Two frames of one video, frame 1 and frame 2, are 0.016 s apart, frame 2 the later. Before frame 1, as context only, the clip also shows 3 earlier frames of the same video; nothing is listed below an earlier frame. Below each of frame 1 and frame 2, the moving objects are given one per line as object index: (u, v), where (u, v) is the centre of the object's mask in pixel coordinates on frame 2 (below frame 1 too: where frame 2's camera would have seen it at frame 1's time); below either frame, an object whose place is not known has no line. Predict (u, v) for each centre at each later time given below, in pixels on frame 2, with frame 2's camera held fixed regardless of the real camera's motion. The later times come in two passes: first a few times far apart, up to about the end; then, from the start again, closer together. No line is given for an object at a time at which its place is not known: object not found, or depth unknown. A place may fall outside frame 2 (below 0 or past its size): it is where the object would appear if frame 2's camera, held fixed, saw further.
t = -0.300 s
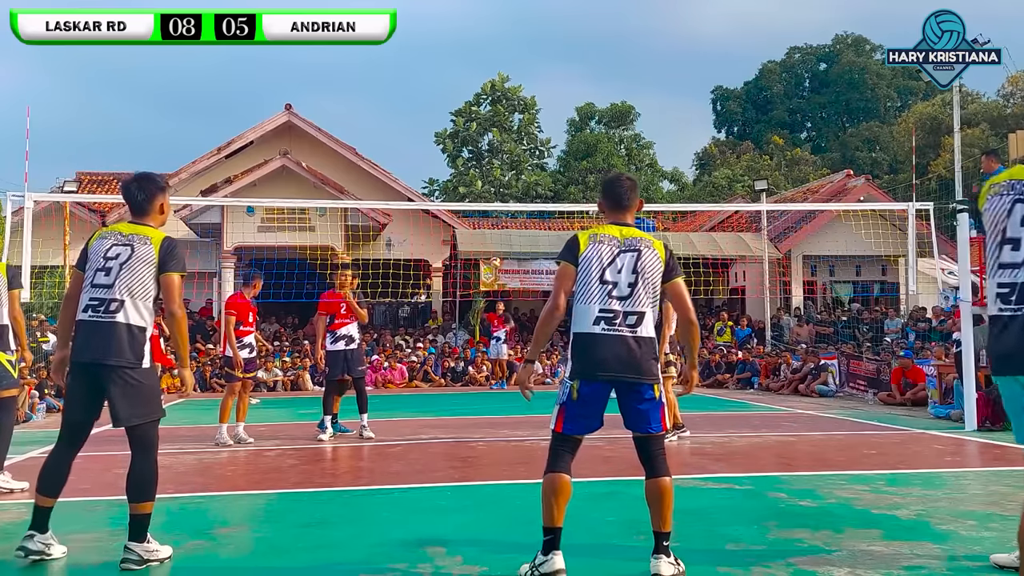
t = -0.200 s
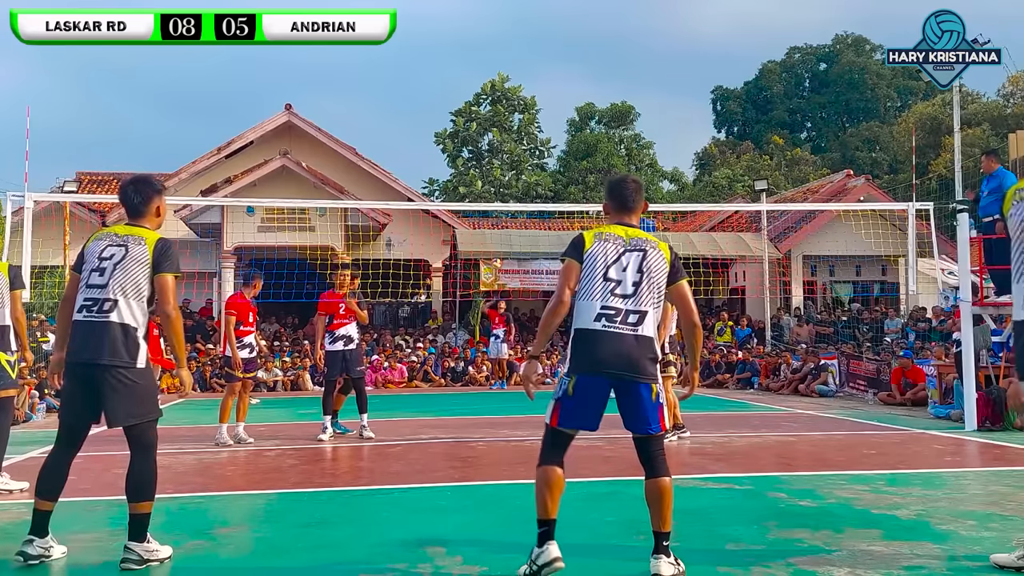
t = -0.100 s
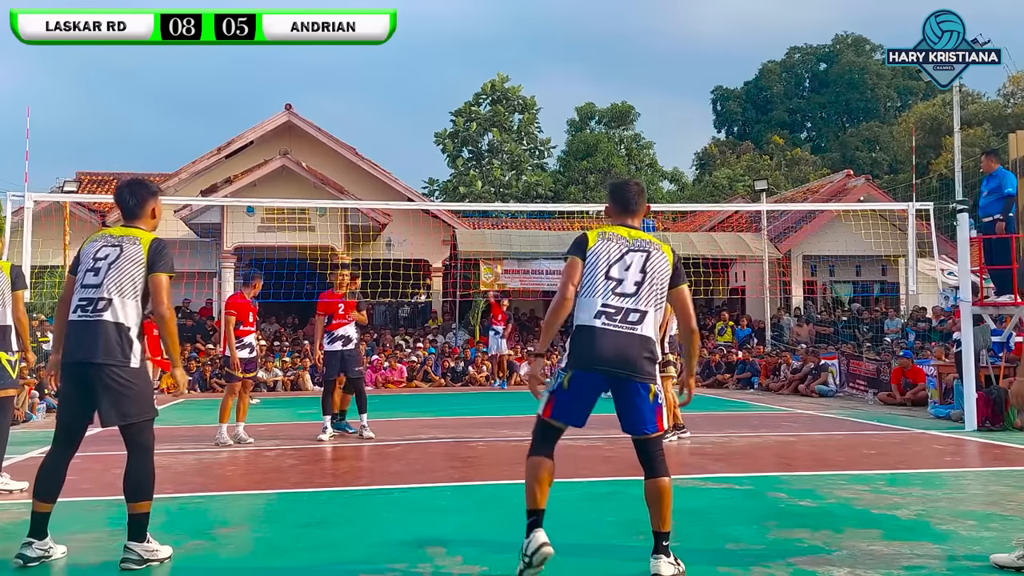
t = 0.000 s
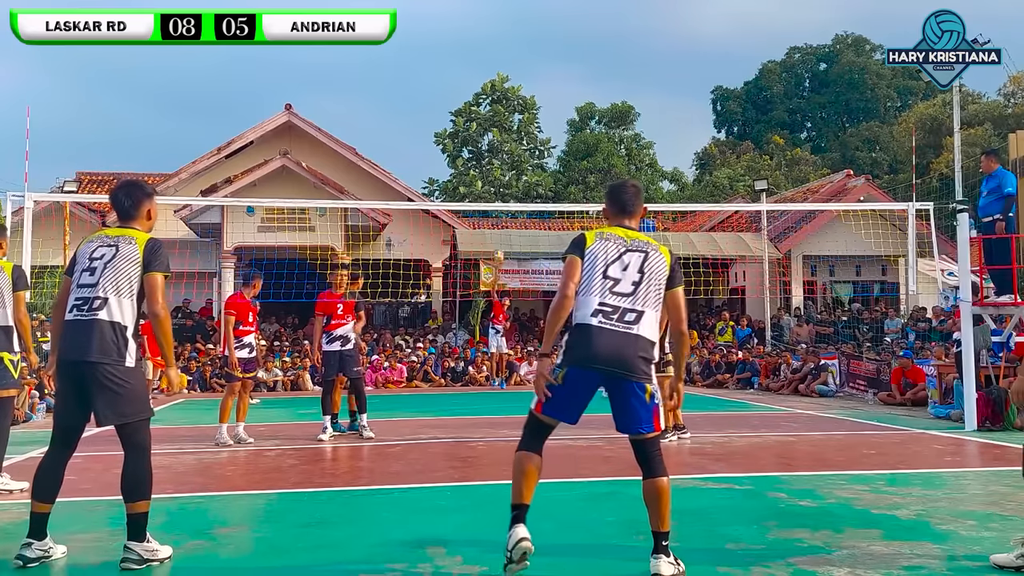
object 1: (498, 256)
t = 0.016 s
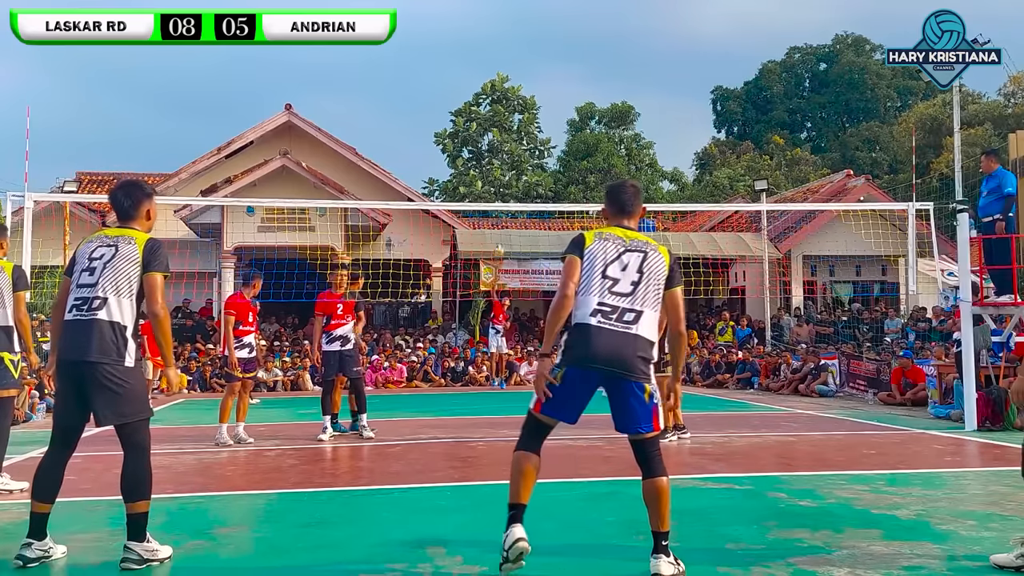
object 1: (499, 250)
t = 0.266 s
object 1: (503, 166)
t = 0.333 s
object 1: (503, 148)
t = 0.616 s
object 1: (511, 84)
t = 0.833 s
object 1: (519, 77)
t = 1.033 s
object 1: (525, 137)
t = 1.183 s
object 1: (533, 264)
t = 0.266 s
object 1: (503, 166)
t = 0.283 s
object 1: (503, 161)
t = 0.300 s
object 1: (503, 157)
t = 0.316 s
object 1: (503, 151)
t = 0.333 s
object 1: (503, 148)
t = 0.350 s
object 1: (504, 142)
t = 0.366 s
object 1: (504, 138)
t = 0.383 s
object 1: (504, 133)
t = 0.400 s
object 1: (505, 129)
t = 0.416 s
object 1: (505, 124)
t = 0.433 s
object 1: (505, 118)
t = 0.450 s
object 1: (506, 113)
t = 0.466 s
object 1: (506, 109)
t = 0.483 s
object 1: (507, 106)
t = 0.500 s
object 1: (508, 103)
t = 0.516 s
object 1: (508, 100)
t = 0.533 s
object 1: (509, 97)
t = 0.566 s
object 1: (510, 91)
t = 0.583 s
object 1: (510, 88)
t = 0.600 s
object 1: (511, 86)
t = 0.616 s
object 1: (511, 84)
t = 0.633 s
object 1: (512, 82)
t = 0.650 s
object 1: (513, 80)
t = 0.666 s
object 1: (513, 79)
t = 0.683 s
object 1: (514, 77)
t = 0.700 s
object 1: (514, 76)
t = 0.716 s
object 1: (515, 75)
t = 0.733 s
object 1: (516, 74)
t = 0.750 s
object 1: (516, 74)
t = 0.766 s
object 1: (517, 74)
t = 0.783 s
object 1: (517, 74)
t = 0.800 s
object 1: (518, 75)
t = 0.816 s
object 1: (518, 76)
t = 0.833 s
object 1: (519, 77)
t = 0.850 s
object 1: (520, 79)
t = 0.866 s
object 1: (520, 81)
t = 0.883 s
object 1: (521, 84)
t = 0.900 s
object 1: (521, 87)
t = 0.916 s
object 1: (521, 91)
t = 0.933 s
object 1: (522, 95)
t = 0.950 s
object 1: (522, 101)
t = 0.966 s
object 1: (523, 106)
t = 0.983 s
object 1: (523, 113)
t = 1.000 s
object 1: (524, 120)
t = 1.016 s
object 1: (524, 128)
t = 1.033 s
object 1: (525, 137)
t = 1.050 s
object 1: (526, 148)
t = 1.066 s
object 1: (527, 158)
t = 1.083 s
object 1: (527, 171)
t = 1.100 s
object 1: (528, 185)
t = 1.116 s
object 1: (528, 198)
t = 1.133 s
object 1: (530, 213)
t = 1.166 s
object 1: (531, 249)
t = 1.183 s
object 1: (533, 264)
